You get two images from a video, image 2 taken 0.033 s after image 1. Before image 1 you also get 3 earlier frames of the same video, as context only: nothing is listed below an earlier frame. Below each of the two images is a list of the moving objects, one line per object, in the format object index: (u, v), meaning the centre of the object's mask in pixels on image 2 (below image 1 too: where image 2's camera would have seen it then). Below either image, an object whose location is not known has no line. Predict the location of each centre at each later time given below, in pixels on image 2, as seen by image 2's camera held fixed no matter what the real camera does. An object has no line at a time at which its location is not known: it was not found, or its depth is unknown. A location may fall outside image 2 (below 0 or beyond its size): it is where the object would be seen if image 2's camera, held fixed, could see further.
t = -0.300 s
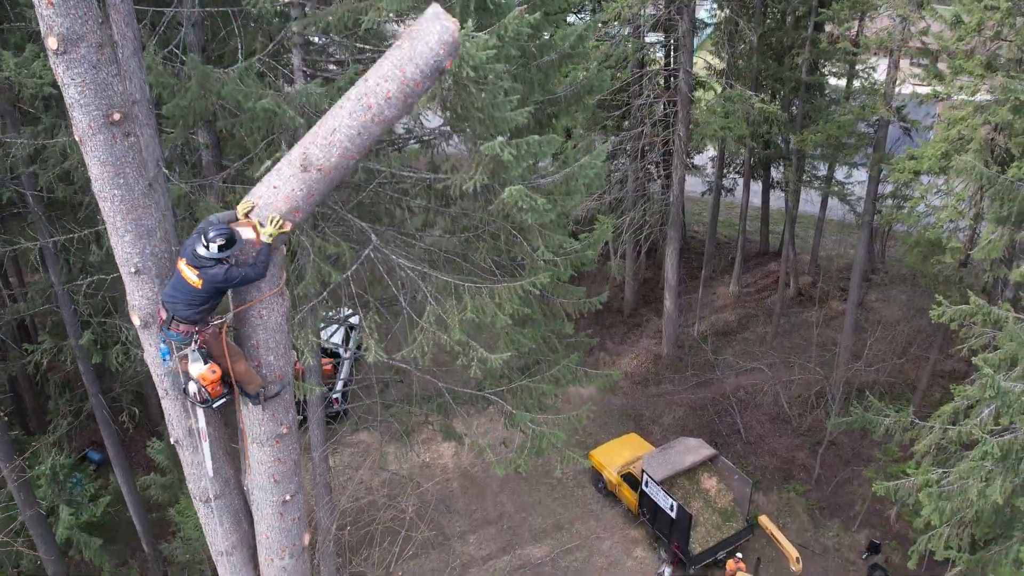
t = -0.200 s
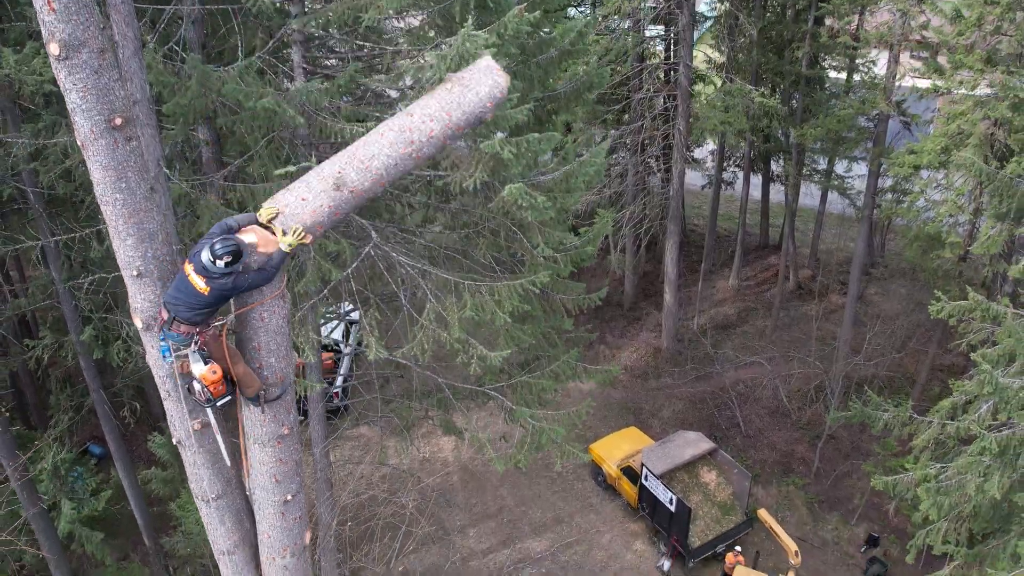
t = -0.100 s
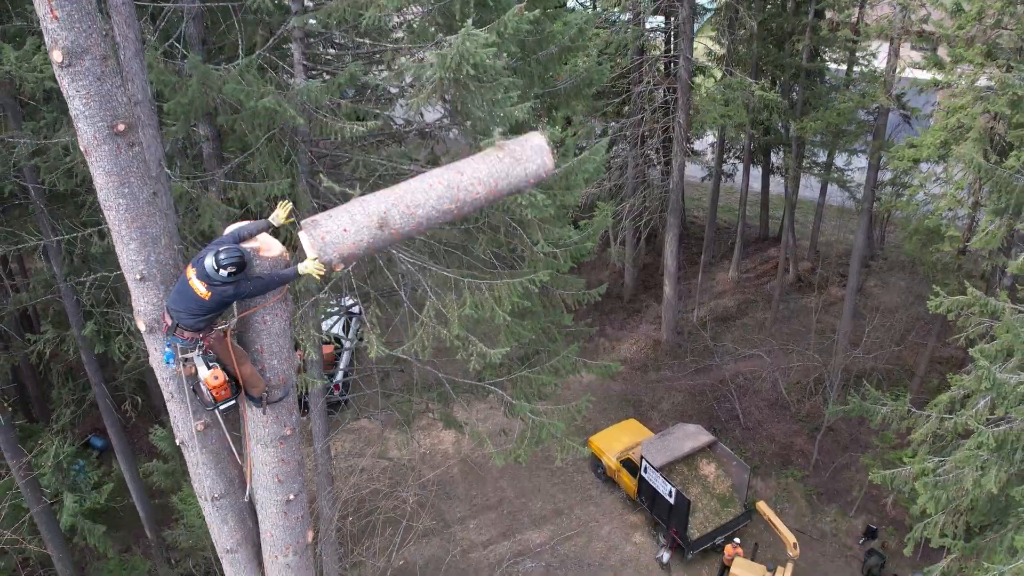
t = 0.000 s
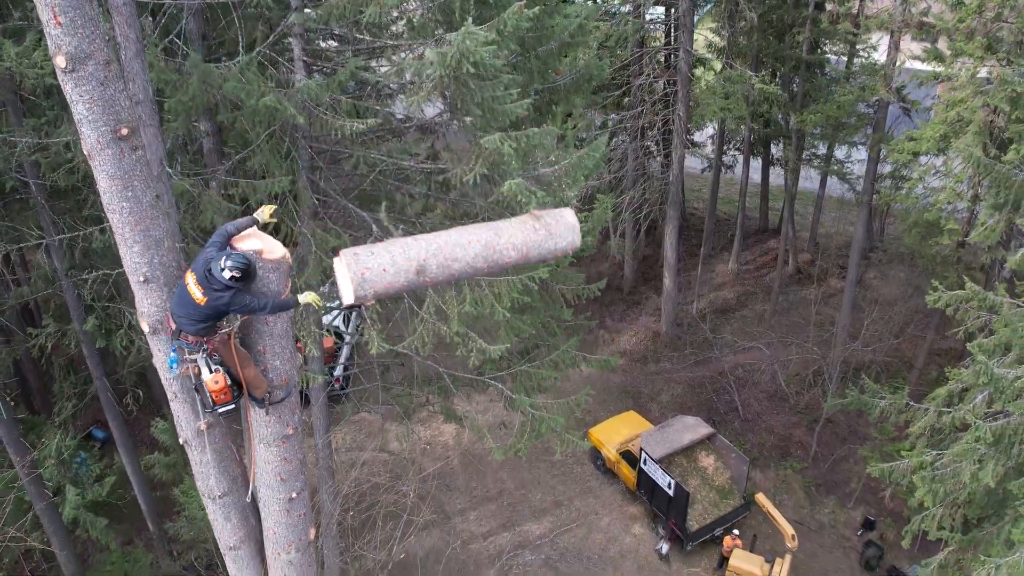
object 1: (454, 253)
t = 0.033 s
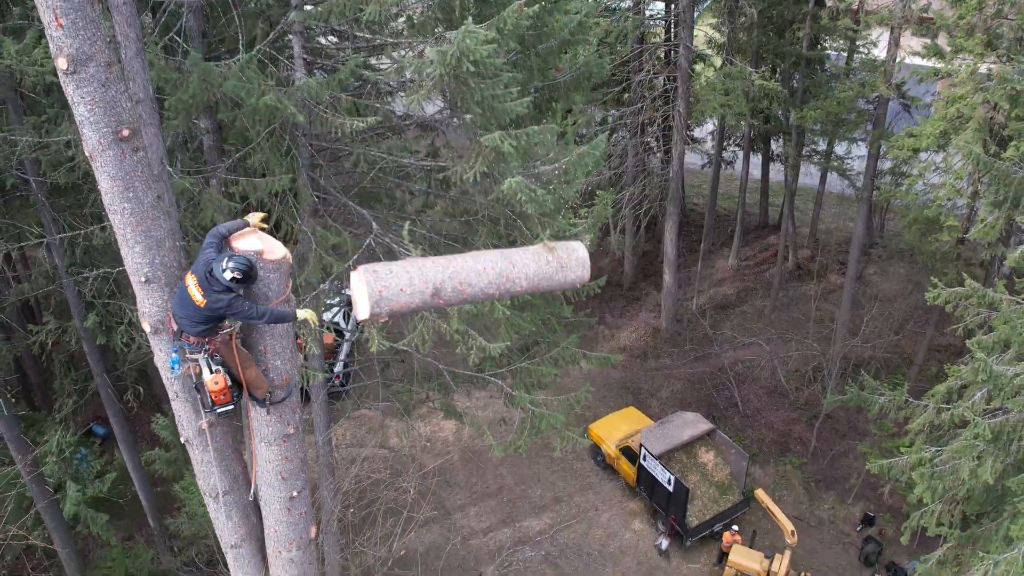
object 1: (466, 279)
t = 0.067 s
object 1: (474, 296)
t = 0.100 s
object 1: (485, 322)
